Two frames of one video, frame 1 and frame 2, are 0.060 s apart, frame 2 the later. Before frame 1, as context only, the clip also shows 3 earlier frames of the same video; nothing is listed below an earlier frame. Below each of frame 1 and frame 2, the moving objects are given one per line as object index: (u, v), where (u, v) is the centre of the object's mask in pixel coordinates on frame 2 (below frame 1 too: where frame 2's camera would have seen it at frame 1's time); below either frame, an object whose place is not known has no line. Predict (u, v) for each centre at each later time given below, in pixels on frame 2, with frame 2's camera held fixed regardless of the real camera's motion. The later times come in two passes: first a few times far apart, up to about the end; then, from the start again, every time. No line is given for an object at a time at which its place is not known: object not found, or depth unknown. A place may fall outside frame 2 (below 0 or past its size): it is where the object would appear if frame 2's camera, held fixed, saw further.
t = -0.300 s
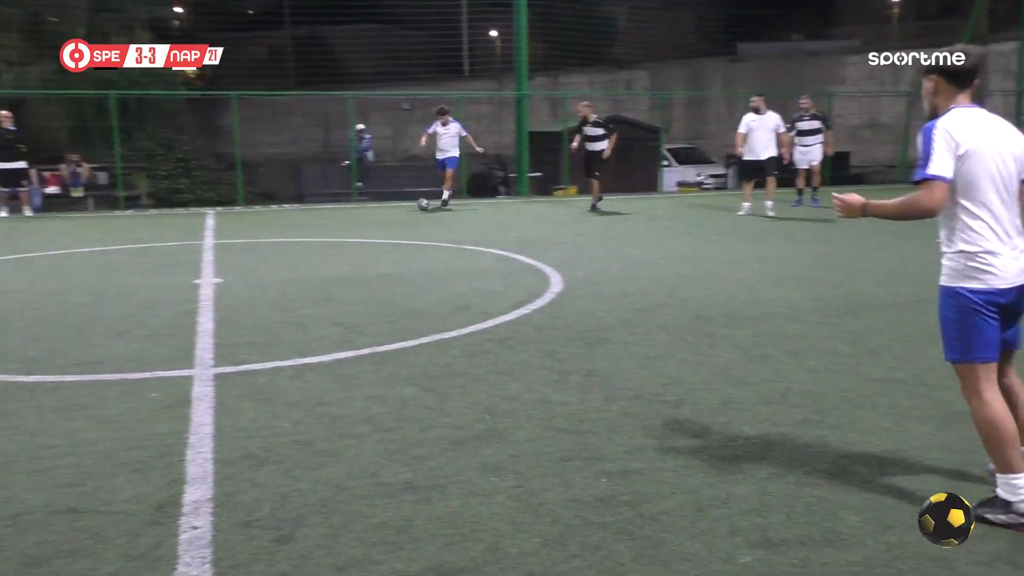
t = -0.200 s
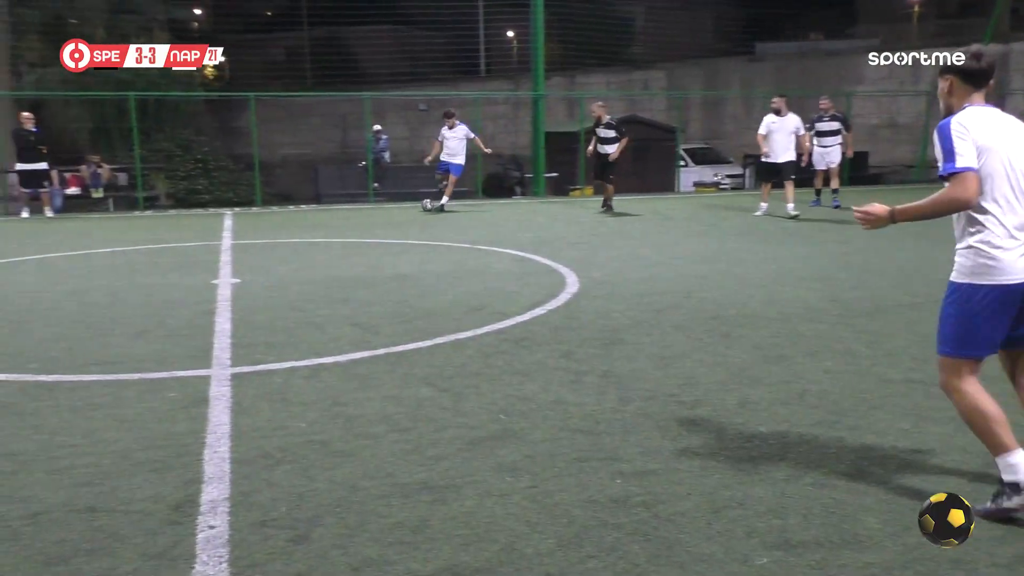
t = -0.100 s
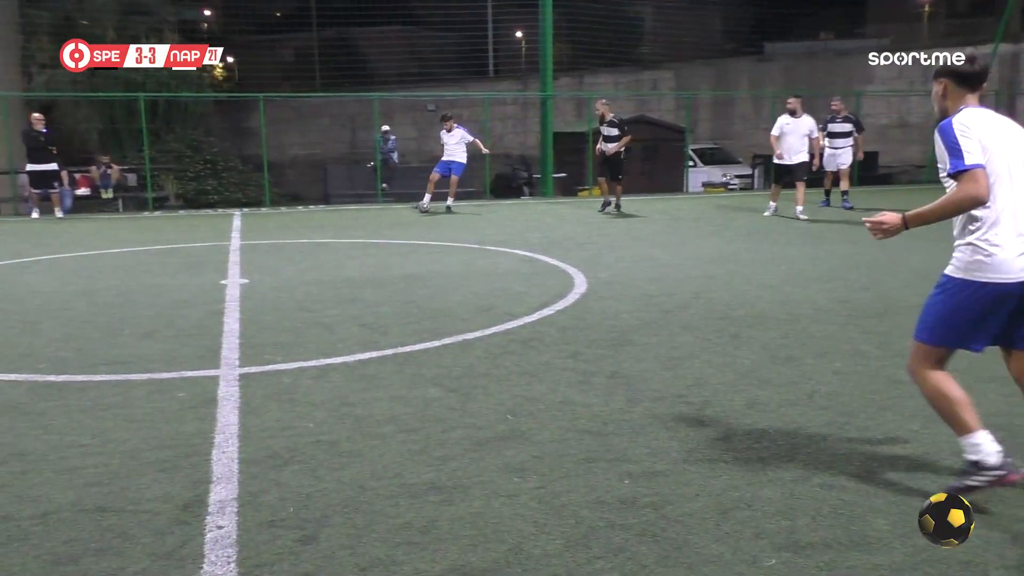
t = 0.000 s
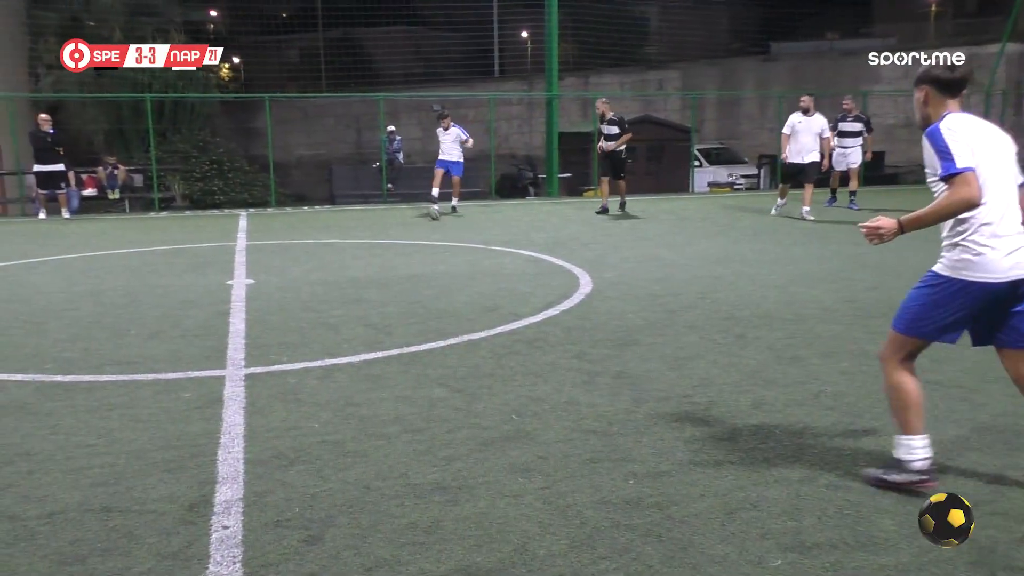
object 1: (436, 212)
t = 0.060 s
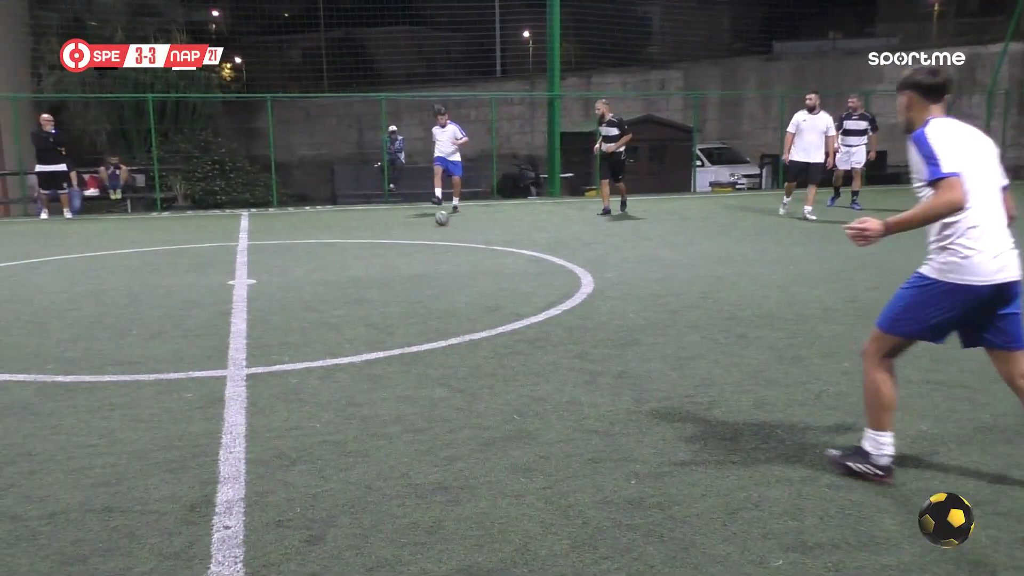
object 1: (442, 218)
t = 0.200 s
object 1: (456, 232)
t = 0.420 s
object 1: (491, 263)
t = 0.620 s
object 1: (540, 300)
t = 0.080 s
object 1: (444, 219)
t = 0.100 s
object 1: (446, 221)
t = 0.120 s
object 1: (447, 224)
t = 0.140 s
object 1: (449, 226)
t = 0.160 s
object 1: (452, 228)
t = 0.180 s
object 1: (454, 230)
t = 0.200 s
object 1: (456, 232)
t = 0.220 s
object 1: (459, 234)
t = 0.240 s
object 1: (462, 235)
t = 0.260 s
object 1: (465, 236)
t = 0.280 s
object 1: (467, 238)
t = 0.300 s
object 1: (470, 240)
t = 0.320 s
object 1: (473, 243)
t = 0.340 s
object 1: (476, 246)
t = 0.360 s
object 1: (480, 250)
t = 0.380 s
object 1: (483, 255)
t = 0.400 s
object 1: (487, 260)
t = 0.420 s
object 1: (491, 263)
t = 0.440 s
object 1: (495, 265)
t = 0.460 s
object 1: (499, 267)
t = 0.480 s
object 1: (504, 270)
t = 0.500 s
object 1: (508, 274)
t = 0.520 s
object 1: (512, 280)
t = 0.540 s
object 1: (518, 286)
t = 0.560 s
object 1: (524, 292)
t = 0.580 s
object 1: (529, 296)
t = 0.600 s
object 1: (533, 299)
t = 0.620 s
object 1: (540, 300)
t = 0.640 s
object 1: (545, 304)
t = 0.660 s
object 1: (551, 309)
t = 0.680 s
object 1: (558, 313)
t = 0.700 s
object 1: (565, 320)
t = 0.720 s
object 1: (573, 328)
